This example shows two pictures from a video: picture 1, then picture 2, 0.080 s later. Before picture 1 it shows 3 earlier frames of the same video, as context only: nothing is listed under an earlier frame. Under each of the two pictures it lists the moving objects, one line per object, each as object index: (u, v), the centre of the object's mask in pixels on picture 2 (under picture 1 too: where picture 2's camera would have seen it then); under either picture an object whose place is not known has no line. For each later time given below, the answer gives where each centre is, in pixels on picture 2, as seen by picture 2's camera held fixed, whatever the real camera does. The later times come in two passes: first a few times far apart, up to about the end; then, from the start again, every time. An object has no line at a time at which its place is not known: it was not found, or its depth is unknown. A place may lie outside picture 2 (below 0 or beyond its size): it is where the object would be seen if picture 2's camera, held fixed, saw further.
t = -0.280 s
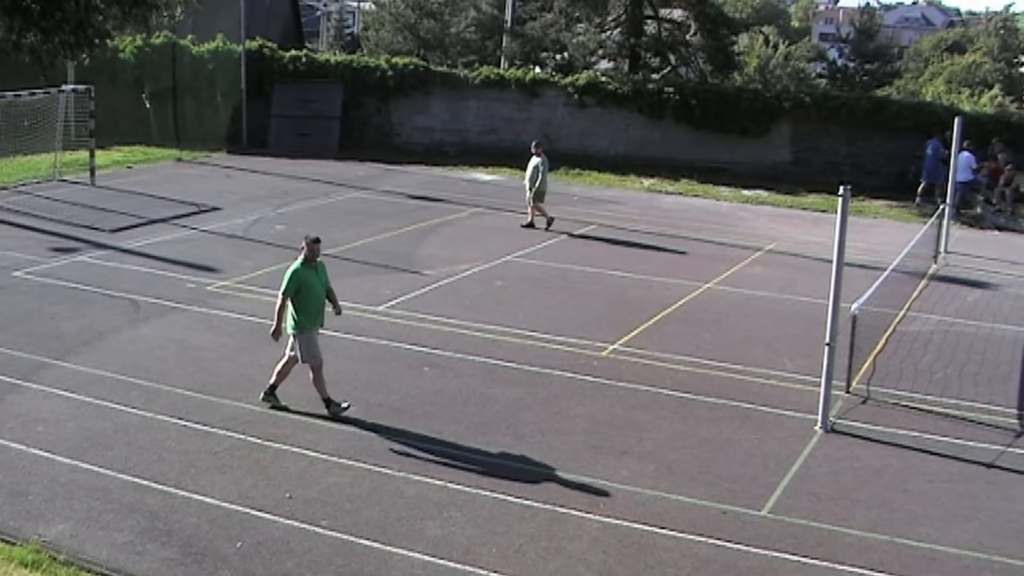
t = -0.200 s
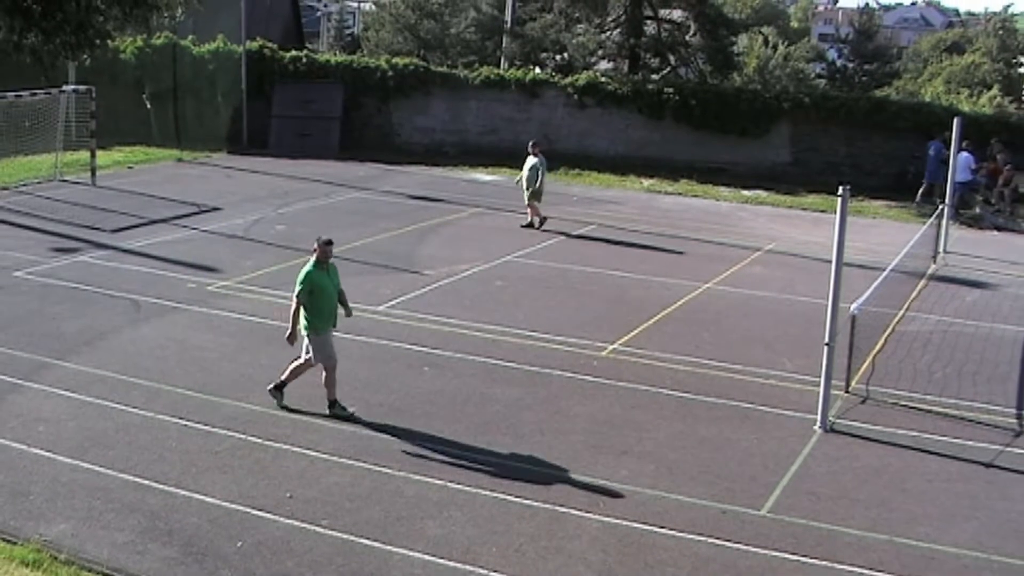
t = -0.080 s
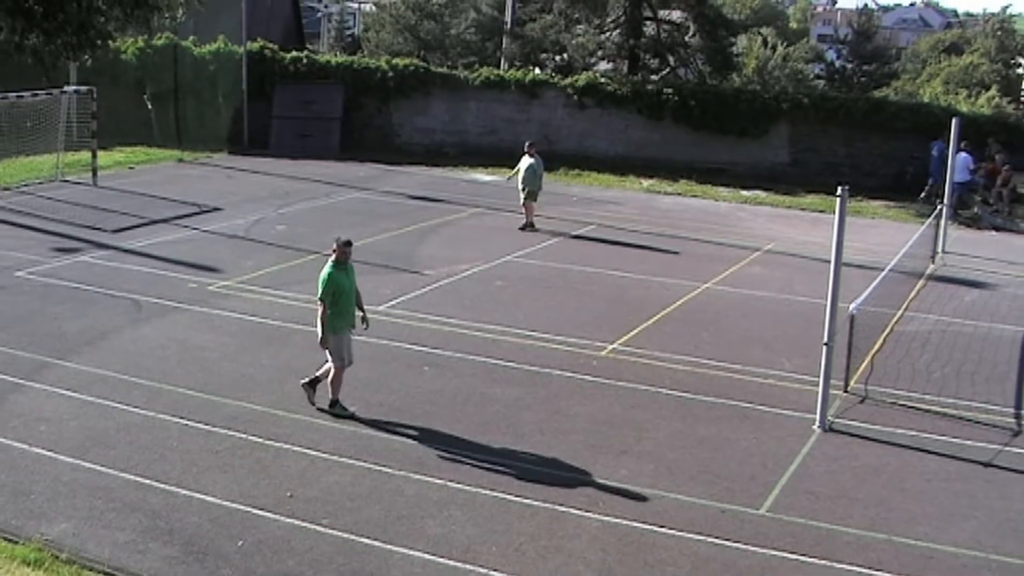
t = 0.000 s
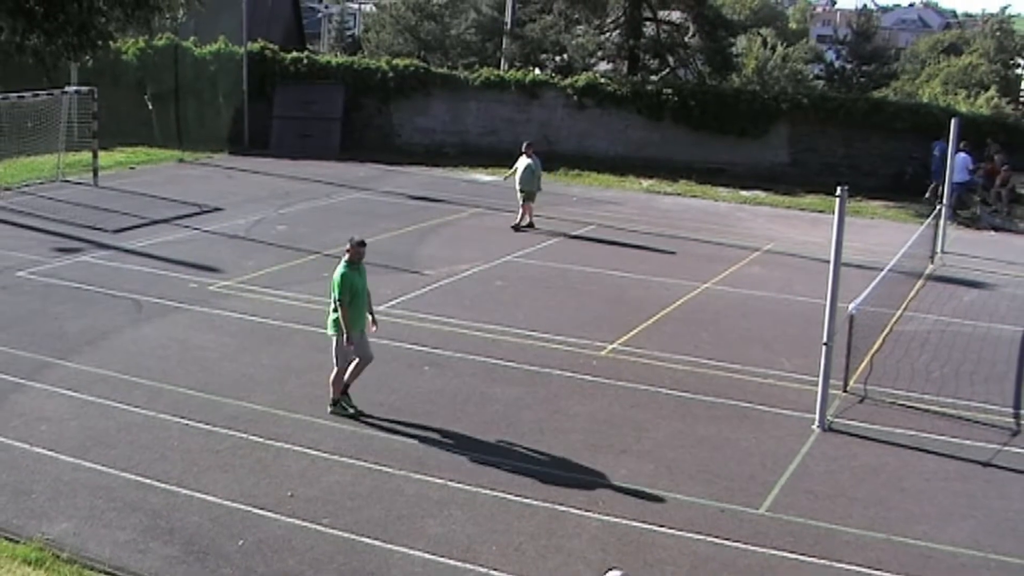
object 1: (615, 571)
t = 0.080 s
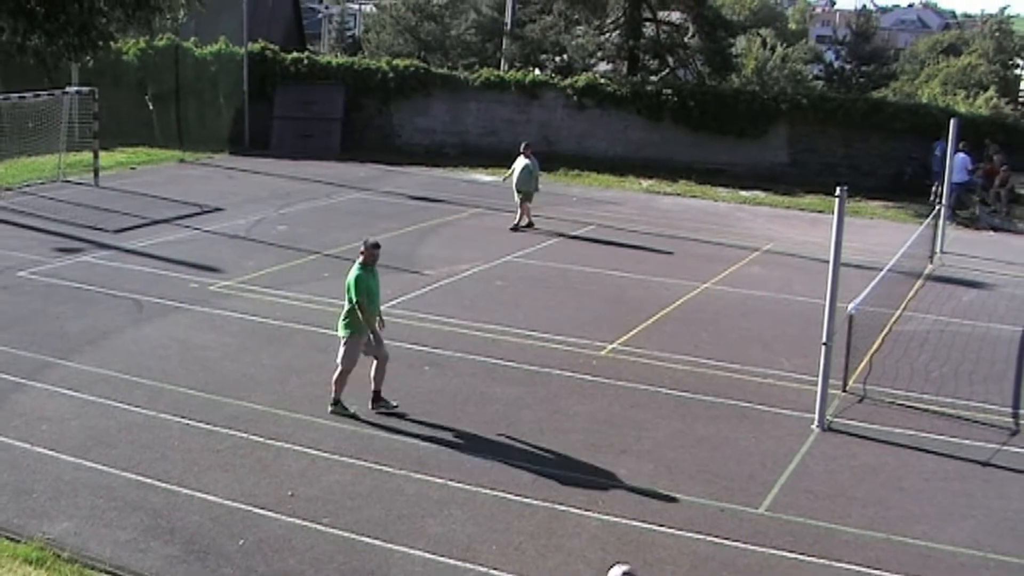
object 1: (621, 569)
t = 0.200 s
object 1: (633, 555)
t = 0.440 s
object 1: (652, 528)
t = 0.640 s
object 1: (668, 511)
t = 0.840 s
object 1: (683, 489)
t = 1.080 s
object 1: (698, 466)
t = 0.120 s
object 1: (624, 569)
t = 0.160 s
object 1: (629, 563)
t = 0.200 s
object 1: (633, 555)
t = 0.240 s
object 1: (636, 548)
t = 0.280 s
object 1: (640, 544)
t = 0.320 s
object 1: (643, 541)
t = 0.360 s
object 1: (646, 540)
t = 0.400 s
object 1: (649, 538)
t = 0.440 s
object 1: (652, 528)
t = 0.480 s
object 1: (656, 521)
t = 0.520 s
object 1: (659, 515)
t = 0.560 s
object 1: (662, 513)
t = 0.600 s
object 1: (665, 511)
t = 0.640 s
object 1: (668, 511)
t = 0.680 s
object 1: (671, 503)
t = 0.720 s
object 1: (674, 497)
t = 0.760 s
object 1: (677, 493)
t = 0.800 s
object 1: (680, 490)
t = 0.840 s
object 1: (683, 489)
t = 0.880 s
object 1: (685, 484)
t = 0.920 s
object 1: (688, 478)
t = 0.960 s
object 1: (691, 474)
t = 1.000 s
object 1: (693, 470)
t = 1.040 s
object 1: (695, 470)
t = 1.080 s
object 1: (698, 466)
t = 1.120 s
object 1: (700, 460)
